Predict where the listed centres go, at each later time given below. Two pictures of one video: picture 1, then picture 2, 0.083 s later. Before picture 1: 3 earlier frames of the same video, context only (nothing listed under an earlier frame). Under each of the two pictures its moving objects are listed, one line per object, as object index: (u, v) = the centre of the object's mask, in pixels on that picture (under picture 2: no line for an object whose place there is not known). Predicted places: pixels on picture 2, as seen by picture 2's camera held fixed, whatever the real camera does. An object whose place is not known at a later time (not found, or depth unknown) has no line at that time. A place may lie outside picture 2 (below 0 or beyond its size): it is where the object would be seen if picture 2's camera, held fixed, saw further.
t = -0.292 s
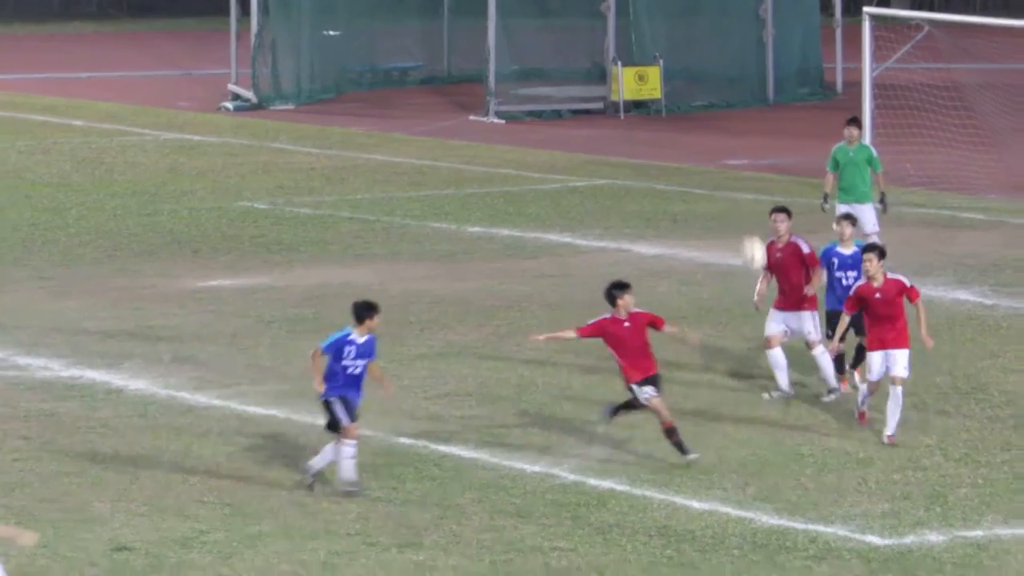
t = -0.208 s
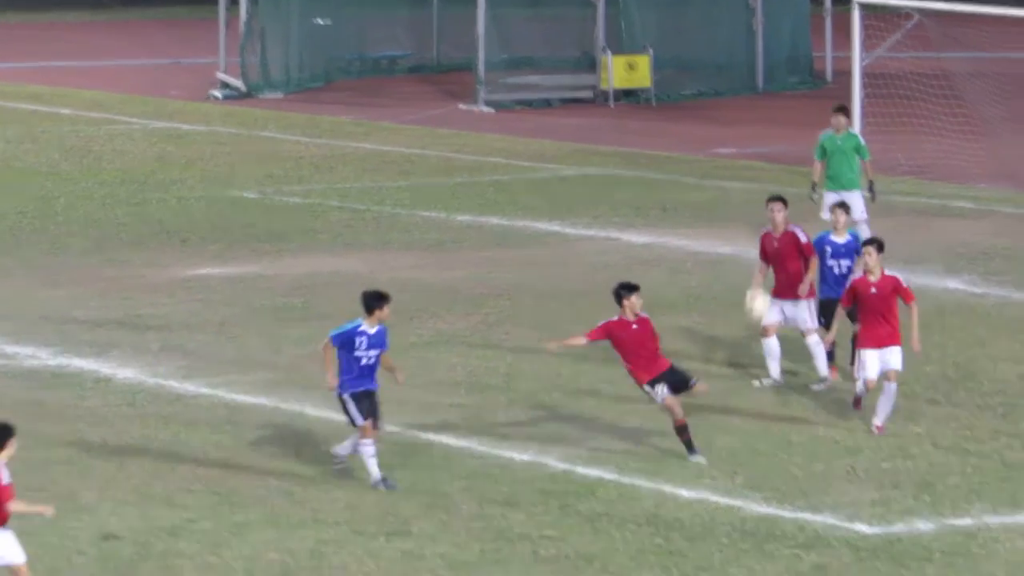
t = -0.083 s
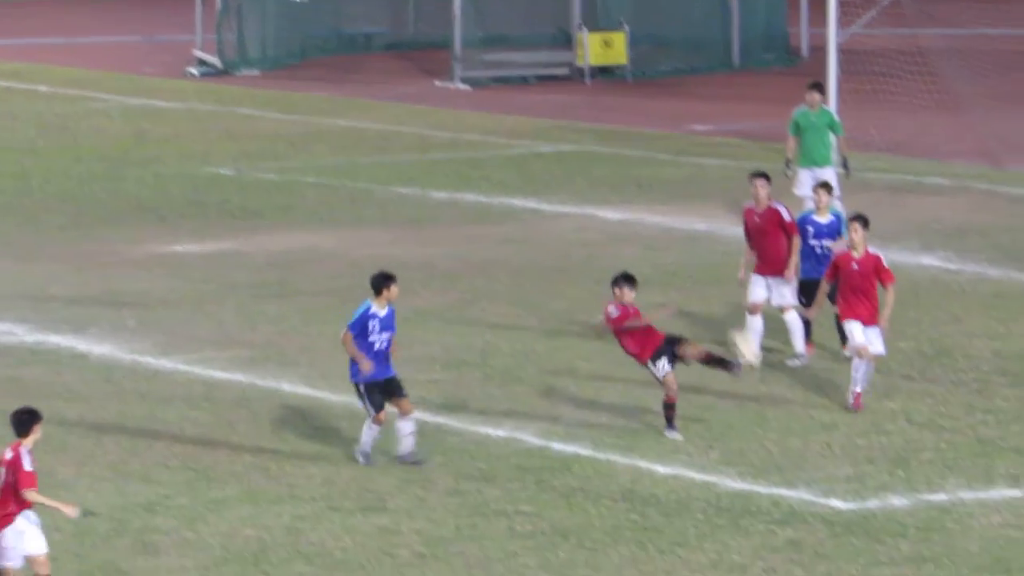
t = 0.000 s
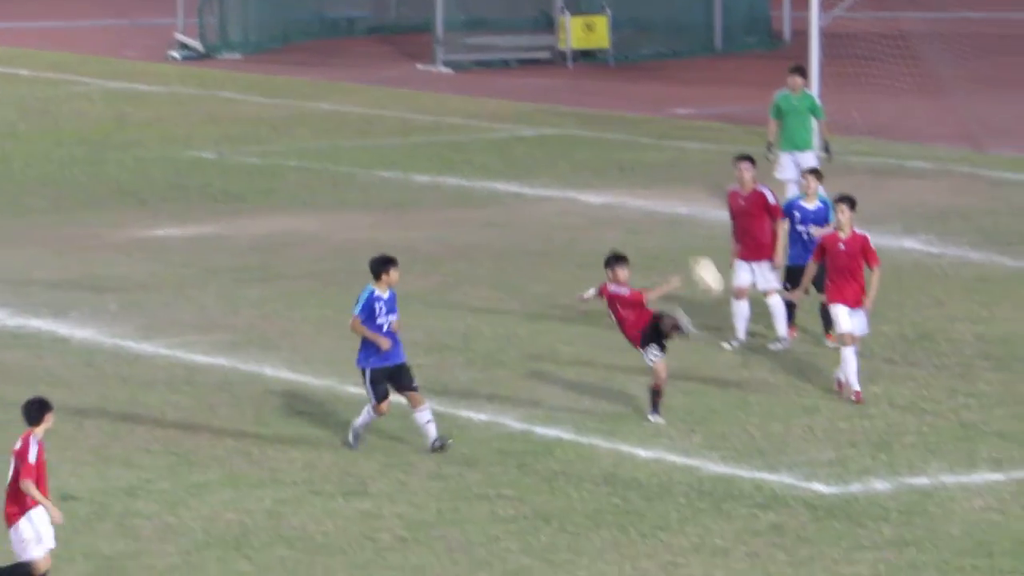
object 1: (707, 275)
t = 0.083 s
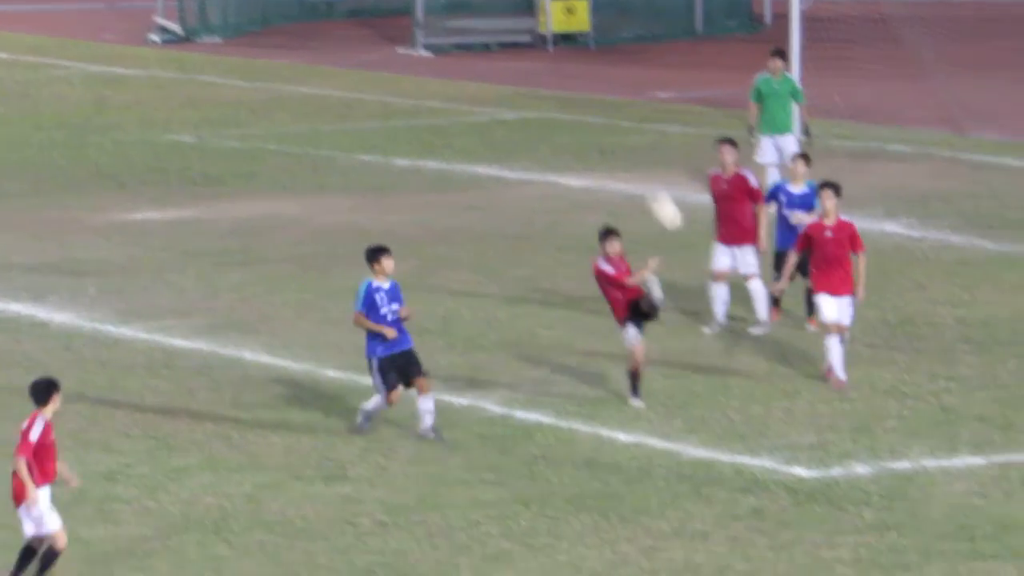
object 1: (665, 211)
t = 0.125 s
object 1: (654, 191)
